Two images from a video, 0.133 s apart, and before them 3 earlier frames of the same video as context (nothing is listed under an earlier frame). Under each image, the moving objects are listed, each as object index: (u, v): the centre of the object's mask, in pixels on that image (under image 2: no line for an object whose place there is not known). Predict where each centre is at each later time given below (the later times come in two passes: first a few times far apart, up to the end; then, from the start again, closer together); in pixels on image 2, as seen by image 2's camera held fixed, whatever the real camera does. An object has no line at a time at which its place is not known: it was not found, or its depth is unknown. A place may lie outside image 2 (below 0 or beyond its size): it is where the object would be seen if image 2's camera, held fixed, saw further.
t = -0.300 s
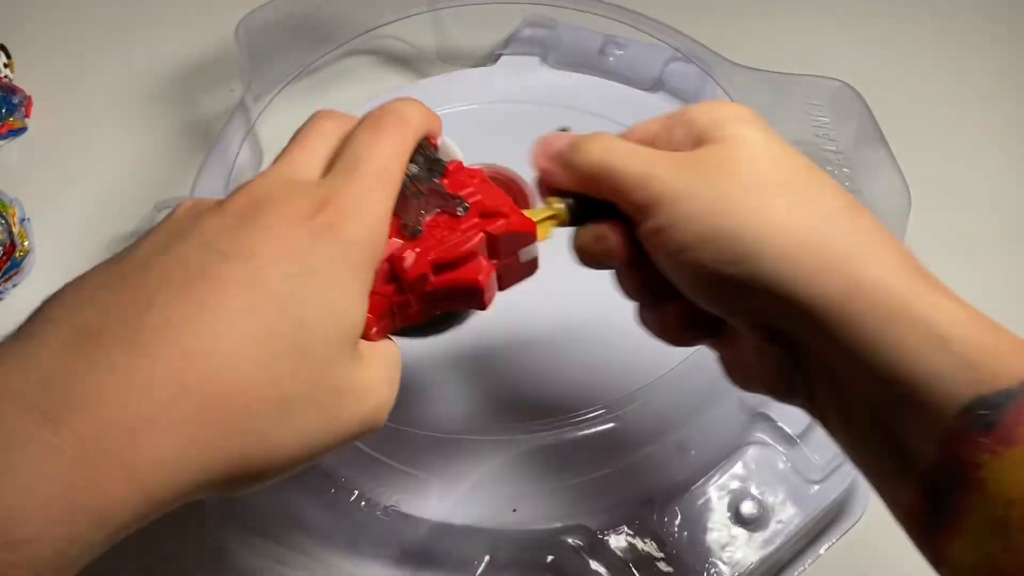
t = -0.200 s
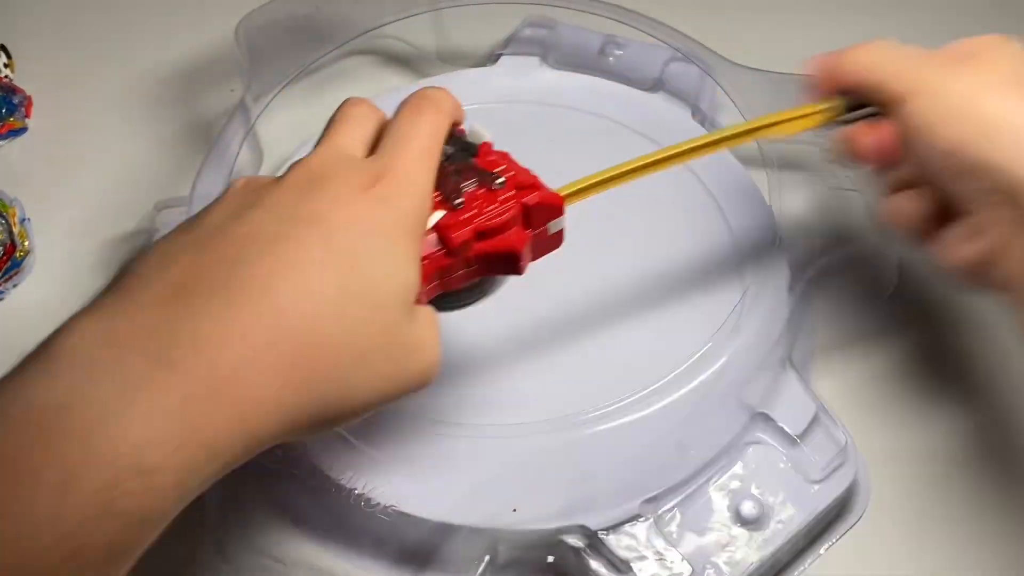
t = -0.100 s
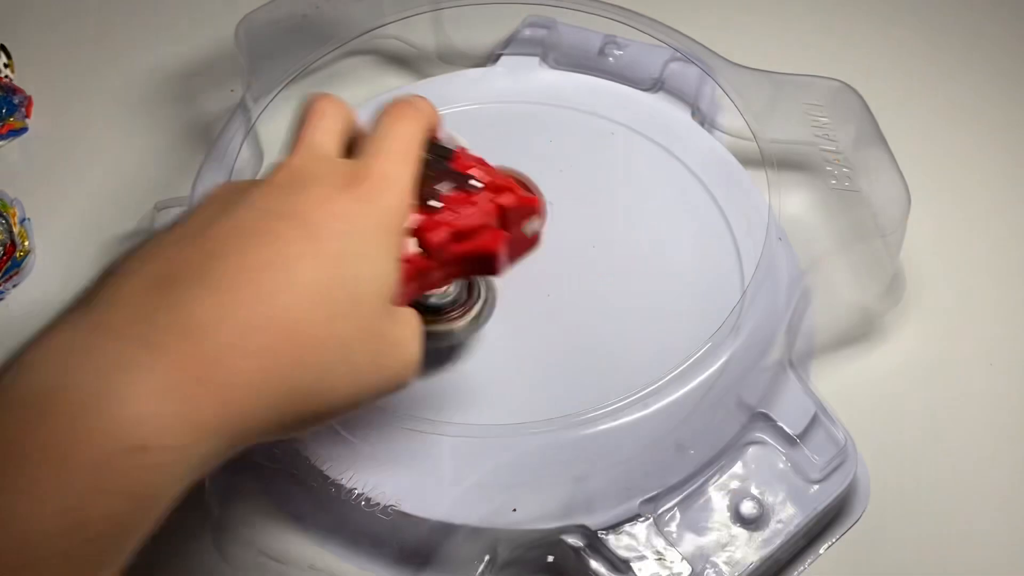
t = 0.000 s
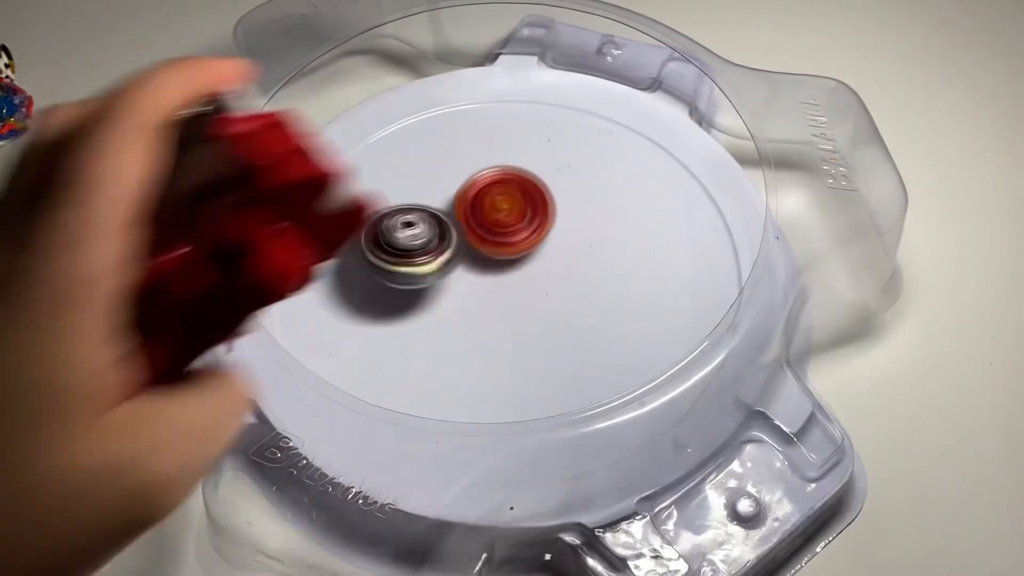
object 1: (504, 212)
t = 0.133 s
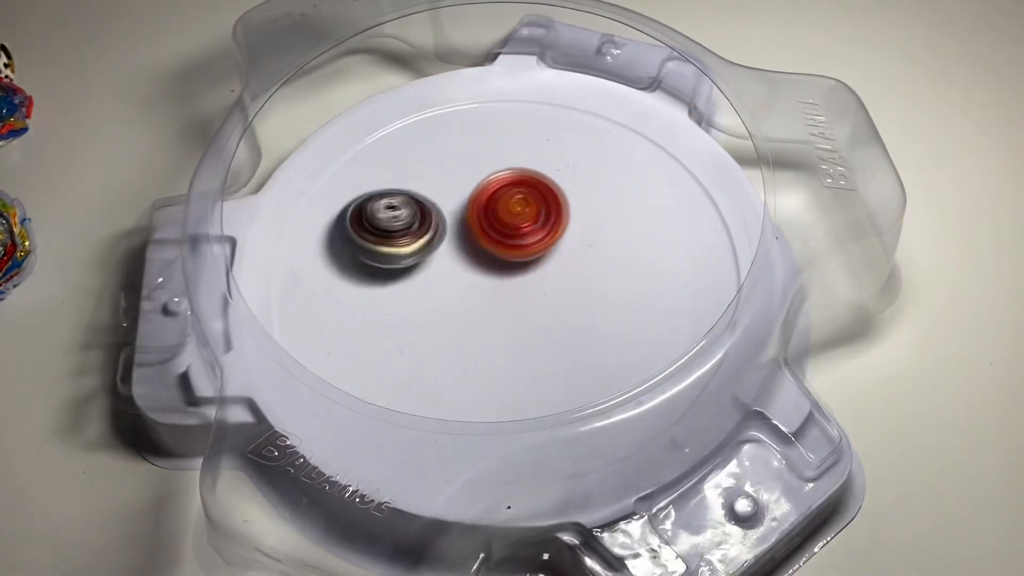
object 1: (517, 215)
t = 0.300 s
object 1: (534, 216)
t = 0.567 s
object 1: (553, 218)
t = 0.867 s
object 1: (569, 224)
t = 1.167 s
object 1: (596, 216)
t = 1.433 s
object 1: (587, 230)
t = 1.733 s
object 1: (602, 251)
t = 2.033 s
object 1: (619, 238)
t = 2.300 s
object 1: (593, 251)
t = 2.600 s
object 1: (558, 266)
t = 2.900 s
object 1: (511, 190)
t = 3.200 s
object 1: (431, 220)
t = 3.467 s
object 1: (420, 250)
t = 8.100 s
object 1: (487, 275)
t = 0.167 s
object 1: (520, 214)
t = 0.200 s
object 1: (524, 214)
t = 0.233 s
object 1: (528, 215)
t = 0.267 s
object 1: (531, 215)
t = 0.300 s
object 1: (534, 216)
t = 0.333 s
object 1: (537, 216)
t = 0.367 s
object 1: (540, 216)
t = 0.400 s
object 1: (543, 216)
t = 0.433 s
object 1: (545, 216)
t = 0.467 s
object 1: (548, 216)
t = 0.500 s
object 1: (550, 217)
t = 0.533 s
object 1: (551, 217)
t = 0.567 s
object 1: (553, 218)
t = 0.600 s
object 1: (555, 218)
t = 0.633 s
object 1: (557, 219)
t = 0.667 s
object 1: (559, 220)
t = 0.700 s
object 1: (560, 220)
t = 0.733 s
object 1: (562, 221)
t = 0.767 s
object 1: (563, 221)
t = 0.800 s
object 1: (565, 222)
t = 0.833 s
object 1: (566, 223)
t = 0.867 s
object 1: (569, 224)
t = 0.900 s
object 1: (581, 222)
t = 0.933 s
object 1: (590, 221)
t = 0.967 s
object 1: (596, 220)
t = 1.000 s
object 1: (599, 218)
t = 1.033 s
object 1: (600, 217)
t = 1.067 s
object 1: (600, 216)
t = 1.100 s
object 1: (600, 216)
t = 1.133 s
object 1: (598, 216)
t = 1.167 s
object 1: (596, 216)
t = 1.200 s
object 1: (594, 216)
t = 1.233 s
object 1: (593, 217)
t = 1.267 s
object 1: (592, 218)
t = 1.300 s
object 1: (591, 220)
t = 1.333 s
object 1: (590, 222)
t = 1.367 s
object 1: (588, 225)
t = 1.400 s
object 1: (588, 227)
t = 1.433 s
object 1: (587, 230)
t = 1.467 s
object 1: (586, 233)
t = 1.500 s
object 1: (587, 236)
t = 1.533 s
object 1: (587, 239)
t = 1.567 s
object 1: (588, 242)
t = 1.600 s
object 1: (589, 245)
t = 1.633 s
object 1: (589, 247)
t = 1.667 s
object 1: (589, 249)
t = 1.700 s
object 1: (590, 252)
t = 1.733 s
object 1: (602, 251)
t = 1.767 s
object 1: (617, 251)
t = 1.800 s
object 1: (625, 249)
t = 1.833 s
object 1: (629, 247)
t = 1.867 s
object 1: (630, 245)
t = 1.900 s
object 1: (630, 243)
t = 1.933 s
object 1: (627, 241)
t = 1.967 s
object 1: (625, 239)
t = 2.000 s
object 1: (622, 238)
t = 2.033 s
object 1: (619, 238)
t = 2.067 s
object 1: (616, 238)
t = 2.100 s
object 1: (612, 240)
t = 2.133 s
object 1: (608, 241)
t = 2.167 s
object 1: (605, 243)
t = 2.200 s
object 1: (602, 245)
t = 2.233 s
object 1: (598, 247)
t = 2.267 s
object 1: (595, 249)
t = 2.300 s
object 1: (593, 251)
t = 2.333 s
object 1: (590, 253)
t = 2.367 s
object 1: (587, 255)
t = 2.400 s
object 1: (584, 257)
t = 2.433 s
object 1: (581, 259)
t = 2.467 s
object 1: (577, 261)
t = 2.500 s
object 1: (573, 262)
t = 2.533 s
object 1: (568, 264)
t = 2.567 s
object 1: (563, 265)
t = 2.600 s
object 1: (558, 266)
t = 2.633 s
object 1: (553, 267)
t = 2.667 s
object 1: (553, 258)
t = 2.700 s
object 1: (557, 239)
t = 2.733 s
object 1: (558, 223)
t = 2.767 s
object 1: (555, 210)
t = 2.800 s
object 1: (548, 200)
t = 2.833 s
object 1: (537, 194)
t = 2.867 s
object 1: (524, 190)
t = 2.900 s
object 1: (511, 190)
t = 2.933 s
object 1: (498, 191)
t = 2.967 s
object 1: (485, 192)
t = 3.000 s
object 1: (474, 195)
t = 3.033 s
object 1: (463, 199)
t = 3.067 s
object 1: (455, 203)
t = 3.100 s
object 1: (447, 207)
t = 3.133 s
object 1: (441, 212)
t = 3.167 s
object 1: (435, 216)
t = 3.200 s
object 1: (431, 220)
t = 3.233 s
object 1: (428, 224)
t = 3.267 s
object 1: (425, 228)
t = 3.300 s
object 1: (421, 234)
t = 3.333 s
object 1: (421, 236)
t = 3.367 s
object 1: (420, 240)
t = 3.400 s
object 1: (420, 243)
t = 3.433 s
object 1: (420, 246)
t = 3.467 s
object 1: (420, 250)
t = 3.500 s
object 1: (421, 253)
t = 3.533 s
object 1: (428, 271)
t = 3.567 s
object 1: (436, 287)
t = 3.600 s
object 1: (445, 300)
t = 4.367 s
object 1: (534, 252)
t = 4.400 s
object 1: (533, 249)
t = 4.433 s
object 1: (532, 247)
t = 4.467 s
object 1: (532, 245)
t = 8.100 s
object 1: (487, 275)
